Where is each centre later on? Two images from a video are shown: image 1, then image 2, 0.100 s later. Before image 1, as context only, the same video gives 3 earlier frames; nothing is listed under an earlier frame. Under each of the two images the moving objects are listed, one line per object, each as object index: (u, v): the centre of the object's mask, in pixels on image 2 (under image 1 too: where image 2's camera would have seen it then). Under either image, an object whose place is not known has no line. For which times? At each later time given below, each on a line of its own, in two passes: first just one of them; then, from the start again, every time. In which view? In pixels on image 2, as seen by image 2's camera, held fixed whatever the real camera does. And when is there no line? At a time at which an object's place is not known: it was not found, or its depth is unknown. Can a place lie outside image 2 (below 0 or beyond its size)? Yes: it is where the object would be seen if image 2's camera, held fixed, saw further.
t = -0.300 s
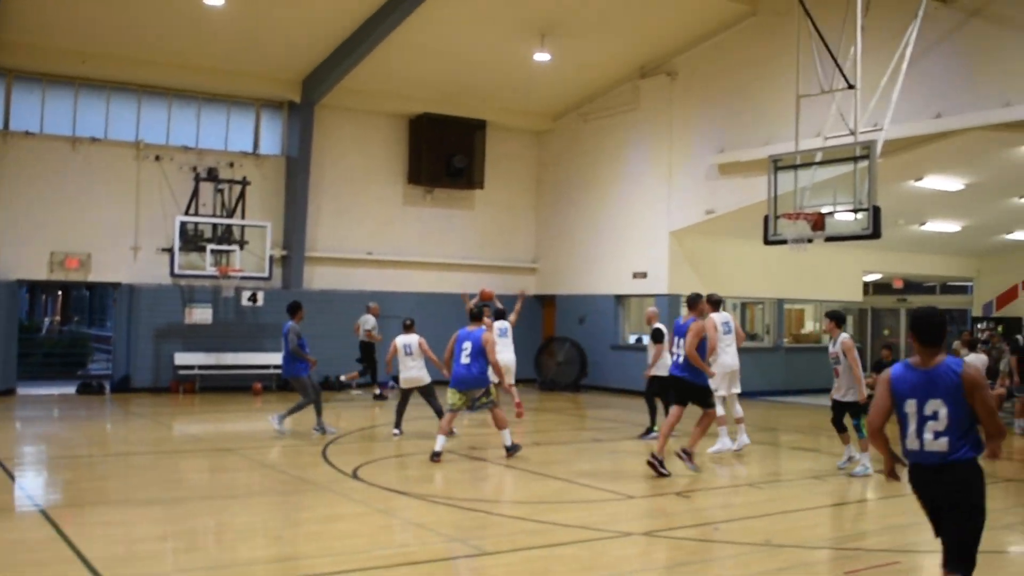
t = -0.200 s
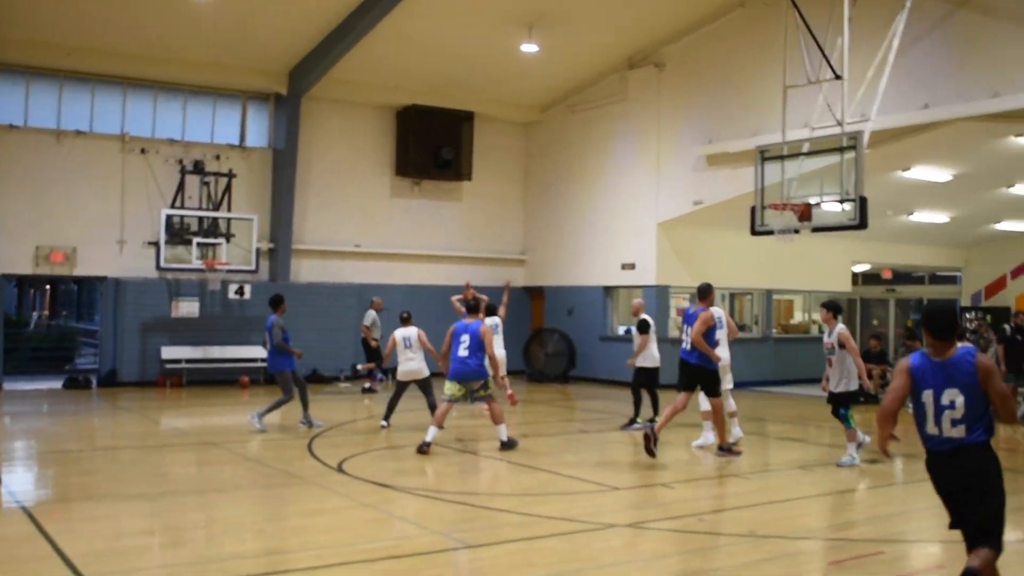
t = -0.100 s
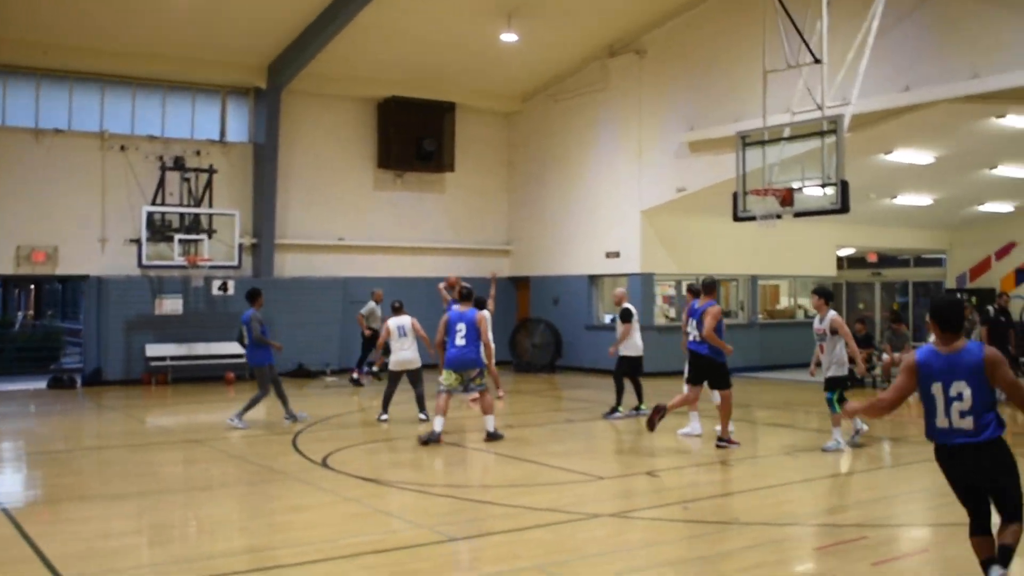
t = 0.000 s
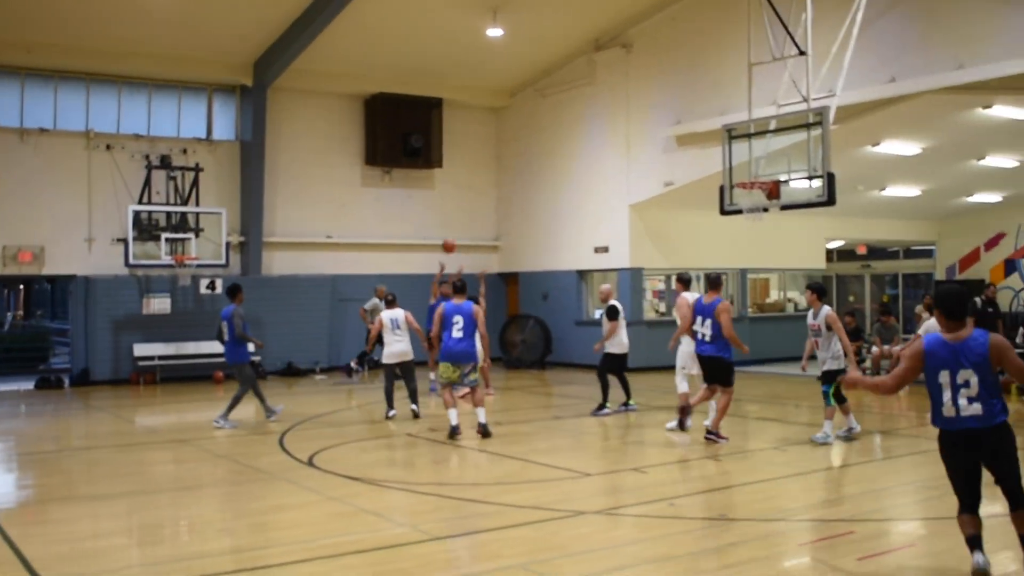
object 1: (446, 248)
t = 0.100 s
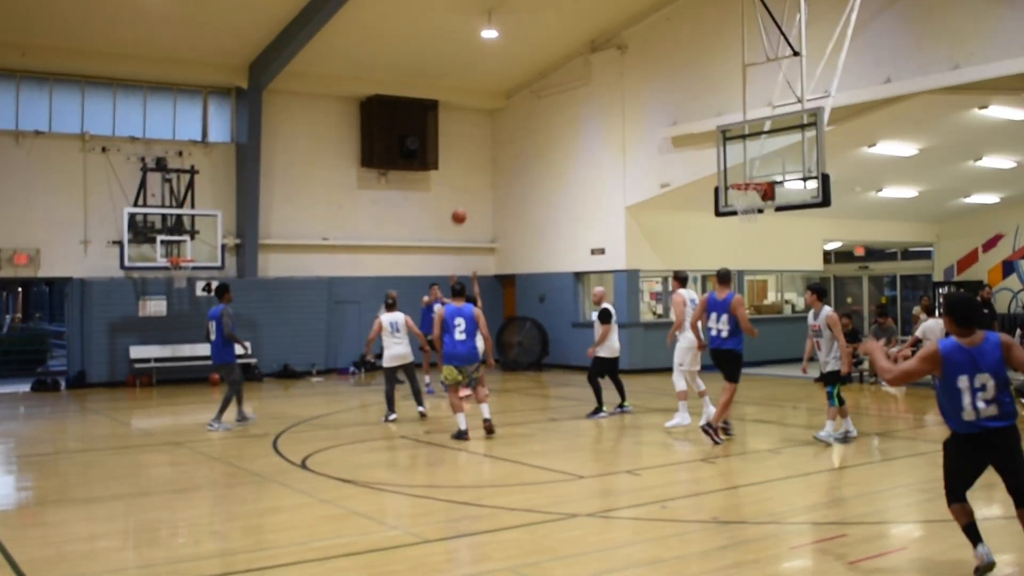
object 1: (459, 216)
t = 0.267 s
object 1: (485, 170)
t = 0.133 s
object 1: (464, 207)
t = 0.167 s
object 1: (468, 197)
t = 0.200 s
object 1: (474, 187)
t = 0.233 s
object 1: (479, 179)
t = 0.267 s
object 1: (485, 170)
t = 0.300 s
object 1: (492, 162)
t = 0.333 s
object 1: (498, 154)
